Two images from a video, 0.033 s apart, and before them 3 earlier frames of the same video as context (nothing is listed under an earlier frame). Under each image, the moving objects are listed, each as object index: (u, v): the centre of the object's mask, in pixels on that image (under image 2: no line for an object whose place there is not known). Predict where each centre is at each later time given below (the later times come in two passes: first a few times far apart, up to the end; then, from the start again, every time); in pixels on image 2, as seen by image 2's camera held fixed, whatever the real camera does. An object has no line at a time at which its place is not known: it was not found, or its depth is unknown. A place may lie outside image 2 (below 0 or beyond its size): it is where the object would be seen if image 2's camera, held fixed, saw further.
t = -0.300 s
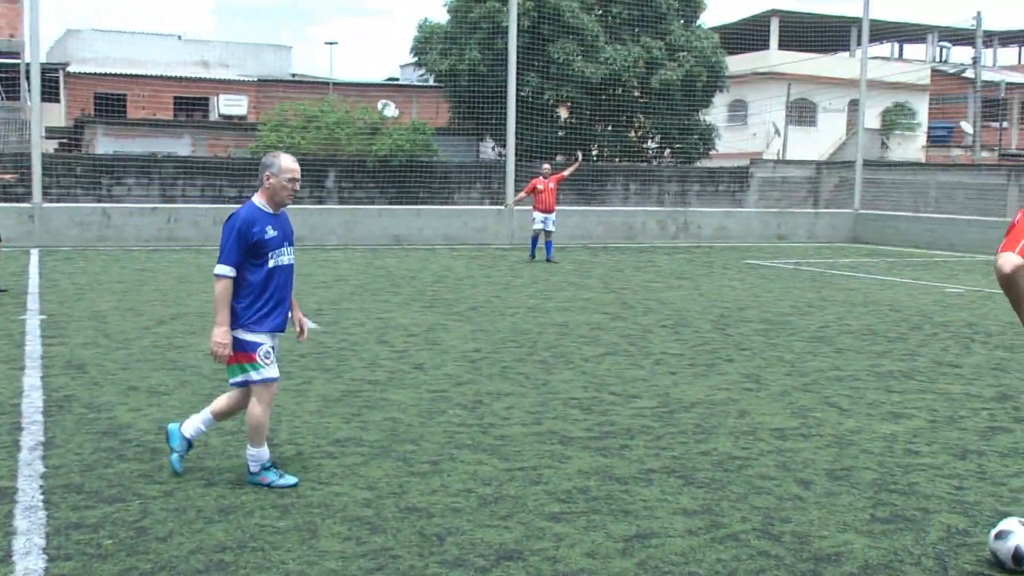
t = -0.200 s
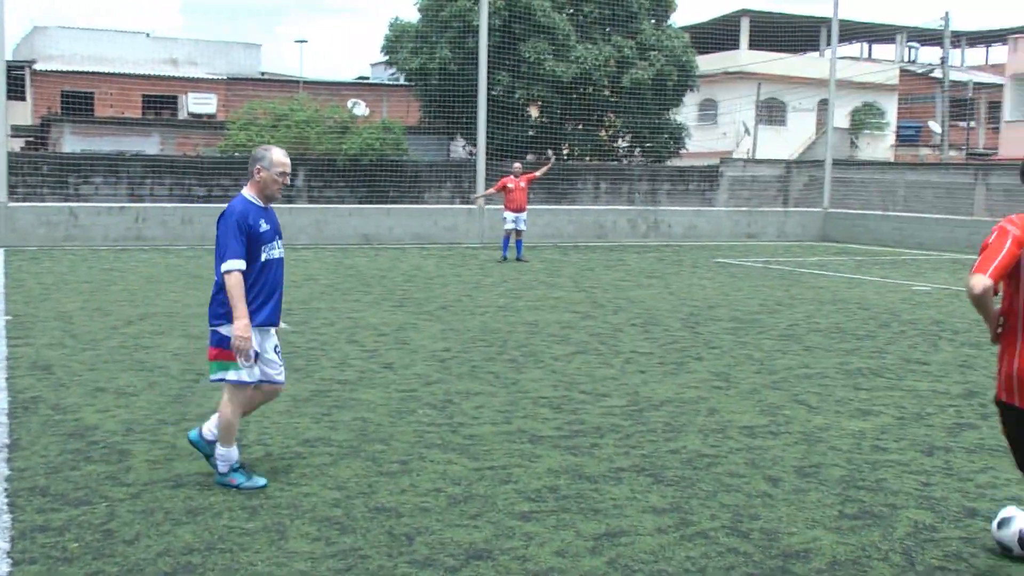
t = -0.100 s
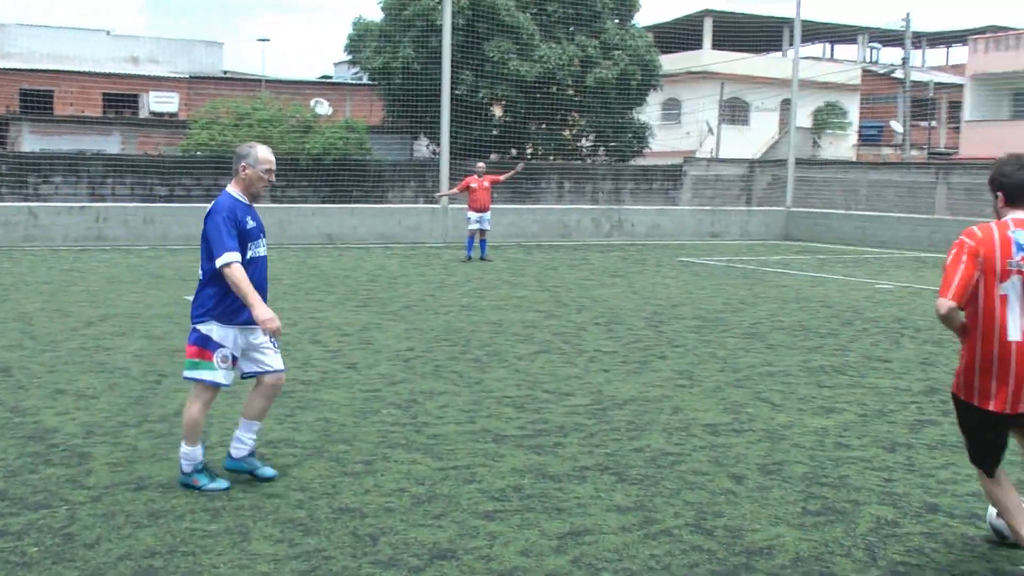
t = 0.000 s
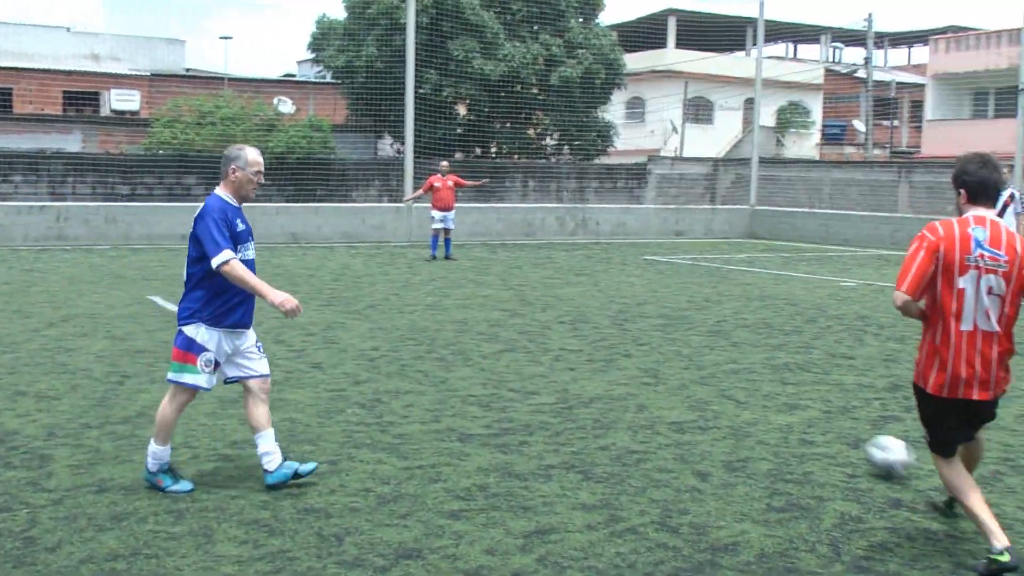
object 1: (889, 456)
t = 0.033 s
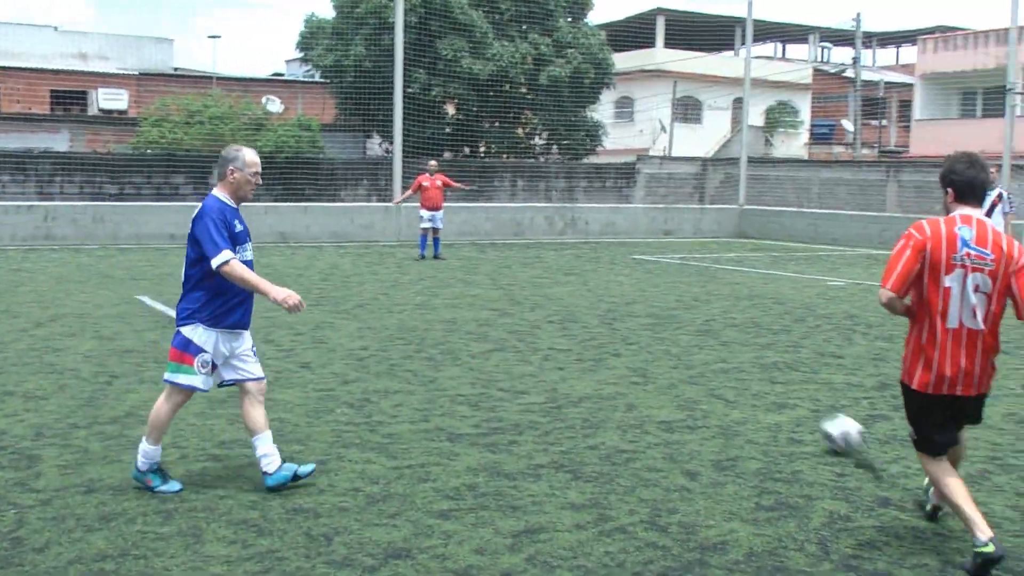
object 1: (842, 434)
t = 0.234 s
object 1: (704, 357)
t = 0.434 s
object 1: (635, 315)
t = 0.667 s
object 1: (591, 287)
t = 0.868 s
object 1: (566, 276)
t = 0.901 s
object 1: (562, 274)
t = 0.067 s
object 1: (813, 416)
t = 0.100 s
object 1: (785, 401)
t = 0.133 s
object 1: (761, 389)
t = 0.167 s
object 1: (739, 377)
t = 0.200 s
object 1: (721, 366)
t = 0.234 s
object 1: (704, 357)
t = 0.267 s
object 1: (689, 348)
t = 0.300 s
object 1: (677, 337)
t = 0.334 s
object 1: (666, 329)
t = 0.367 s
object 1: (655, 322)
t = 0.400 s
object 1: (645, 317)
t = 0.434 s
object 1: (635, 315)
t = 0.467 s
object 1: (627, 314)
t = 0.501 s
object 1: (620, 308)
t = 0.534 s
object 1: (614, 301)
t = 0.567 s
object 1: (607, 295)
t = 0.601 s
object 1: (602, 291)
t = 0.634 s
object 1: (597, 288)
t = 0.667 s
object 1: (591, 287)
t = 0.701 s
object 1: (586, 286)
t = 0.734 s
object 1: (582, 286)
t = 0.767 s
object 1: (577, 287)
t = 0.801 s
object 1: (573, 282)
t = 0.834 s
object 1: (569, 278)
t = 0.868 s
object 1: (566, 276)
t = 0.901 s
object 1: (562, 274)
